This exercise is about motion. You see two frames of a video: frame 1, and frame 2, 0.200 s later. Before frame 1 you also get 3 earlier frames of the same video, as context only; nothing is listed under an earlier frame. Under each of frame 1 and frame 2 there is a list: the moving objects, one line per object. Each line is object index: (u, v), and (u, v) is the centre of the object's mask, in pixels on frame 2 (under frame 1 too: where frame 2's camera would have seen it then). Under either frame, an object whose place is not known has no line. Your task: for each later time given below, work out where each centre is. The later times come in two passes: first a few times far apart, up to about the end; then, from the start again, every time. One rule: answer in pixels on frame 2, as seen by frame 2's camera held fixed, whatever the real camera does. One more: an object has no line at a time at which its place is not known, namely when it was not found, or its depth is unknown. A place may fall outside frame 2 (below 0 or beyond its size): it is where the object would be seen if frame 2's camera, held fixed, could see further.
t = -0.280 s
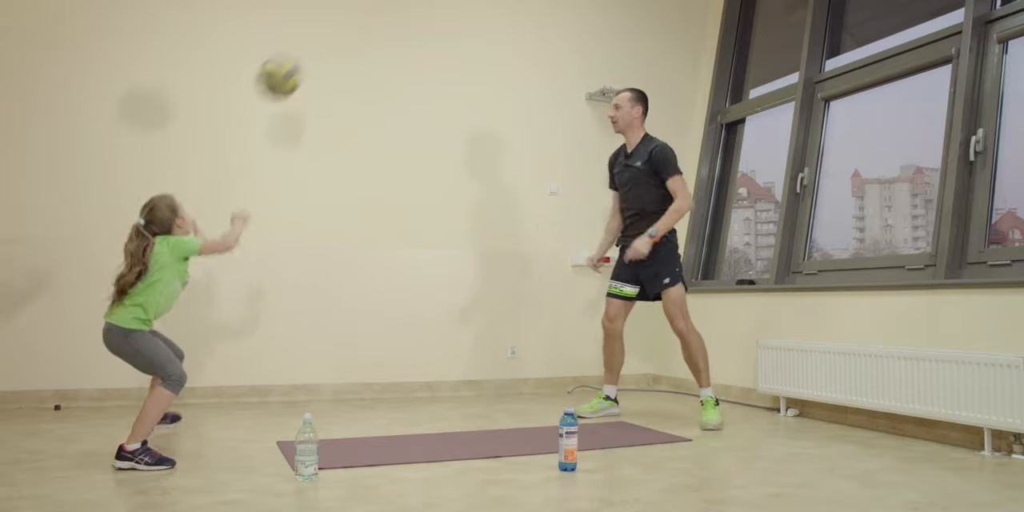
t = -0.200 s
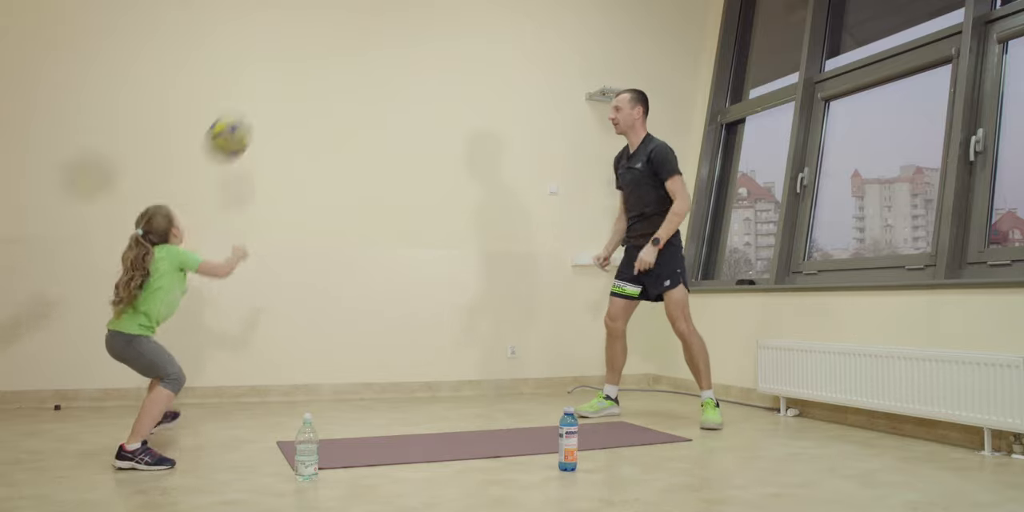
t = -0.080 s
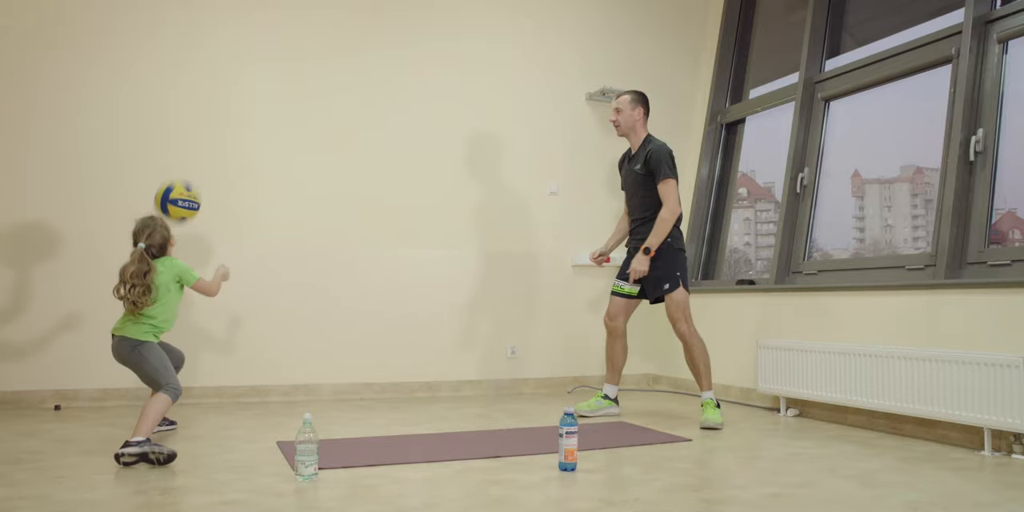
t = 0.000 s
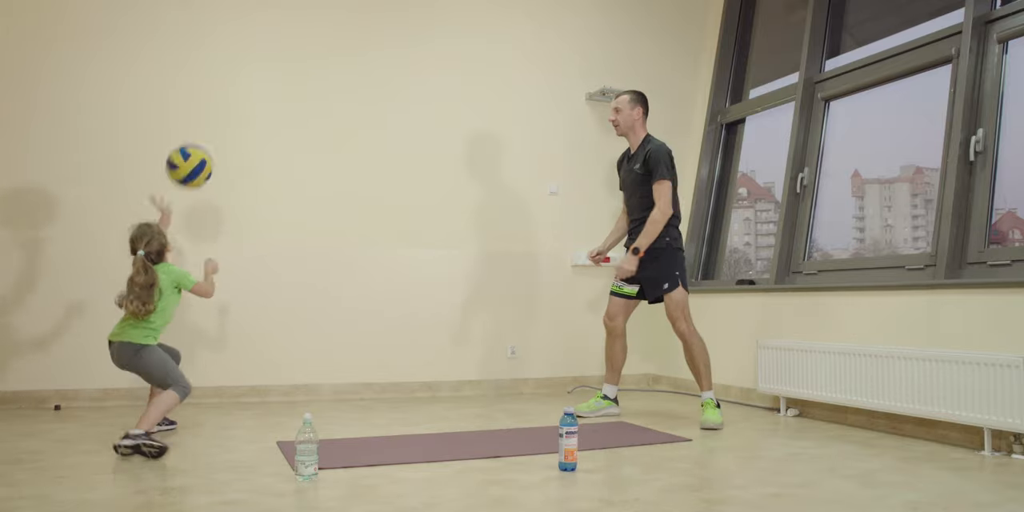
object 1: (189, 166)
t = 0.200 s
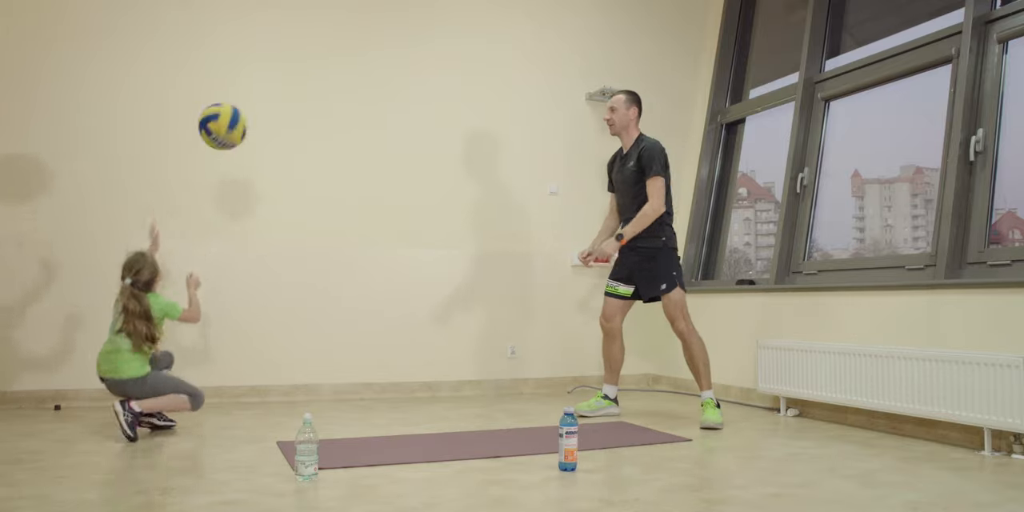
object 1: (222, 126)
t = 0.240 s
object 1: (228, 128)
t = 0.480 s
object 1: (266, 218)
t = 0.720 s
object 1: (314, 421)
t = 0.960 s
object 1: (381, 293)
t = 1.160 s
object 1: (449, 293)
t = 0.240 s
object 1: (228, 128)
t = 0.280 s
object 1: (234, 133)
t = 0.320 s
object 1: (240, 141)
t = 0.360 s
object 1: (247, 153)
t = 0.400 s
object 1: (254, 169)
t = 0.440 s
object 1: (261, 191)
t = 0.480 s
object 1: (266, 218)
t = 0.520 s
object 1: (273, 247)
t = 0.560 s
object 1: (280, 281)
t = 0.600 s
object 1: (287, 321)
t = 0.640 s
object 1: (295, 367)
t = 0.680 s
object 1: (302, 415)
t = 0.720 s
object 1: (314, 421)
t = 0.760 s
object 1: (323, 395)
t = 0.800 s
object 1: (334, 369)
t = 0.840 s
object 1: (346, 344)
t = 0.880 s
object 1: (357, 323)
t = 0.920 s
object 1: (369, 307)
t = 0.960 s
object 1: (381, 293)
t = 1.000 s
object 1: (394, 285)
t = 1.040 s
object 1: (408, 280)
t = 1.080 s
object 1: (421, 279)
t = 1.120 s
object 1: (435, 284)
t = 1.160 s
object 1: (449, 293)
